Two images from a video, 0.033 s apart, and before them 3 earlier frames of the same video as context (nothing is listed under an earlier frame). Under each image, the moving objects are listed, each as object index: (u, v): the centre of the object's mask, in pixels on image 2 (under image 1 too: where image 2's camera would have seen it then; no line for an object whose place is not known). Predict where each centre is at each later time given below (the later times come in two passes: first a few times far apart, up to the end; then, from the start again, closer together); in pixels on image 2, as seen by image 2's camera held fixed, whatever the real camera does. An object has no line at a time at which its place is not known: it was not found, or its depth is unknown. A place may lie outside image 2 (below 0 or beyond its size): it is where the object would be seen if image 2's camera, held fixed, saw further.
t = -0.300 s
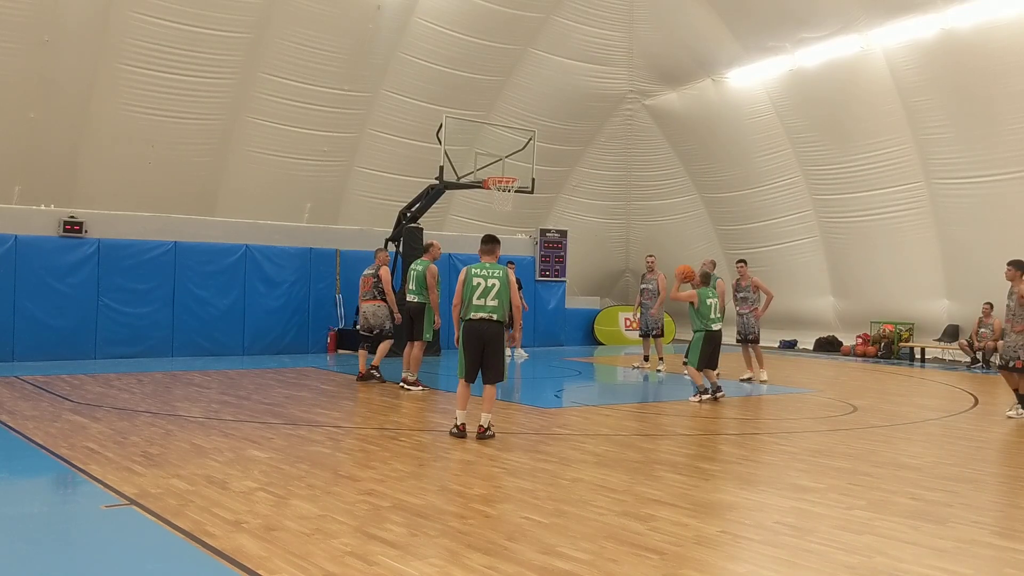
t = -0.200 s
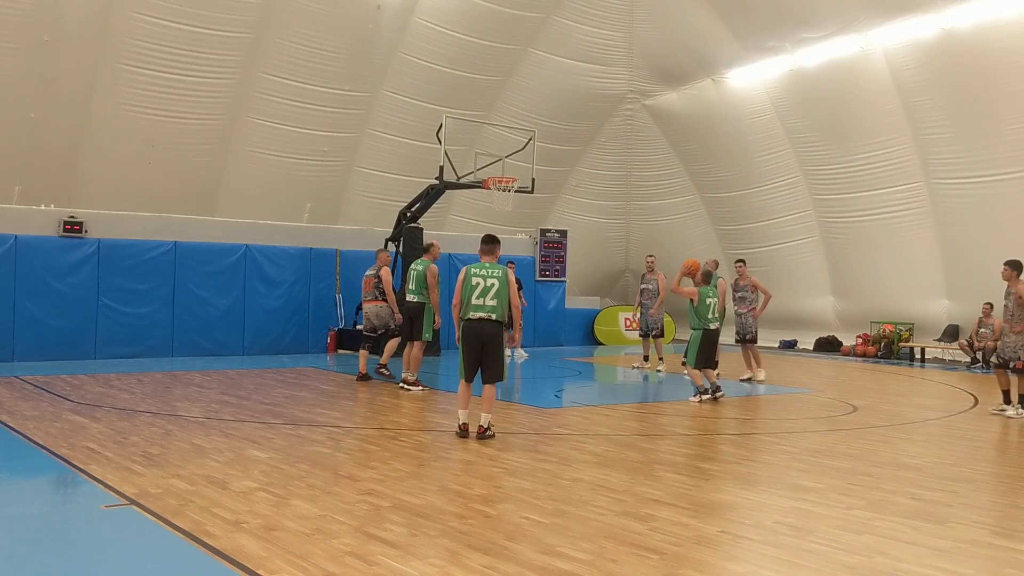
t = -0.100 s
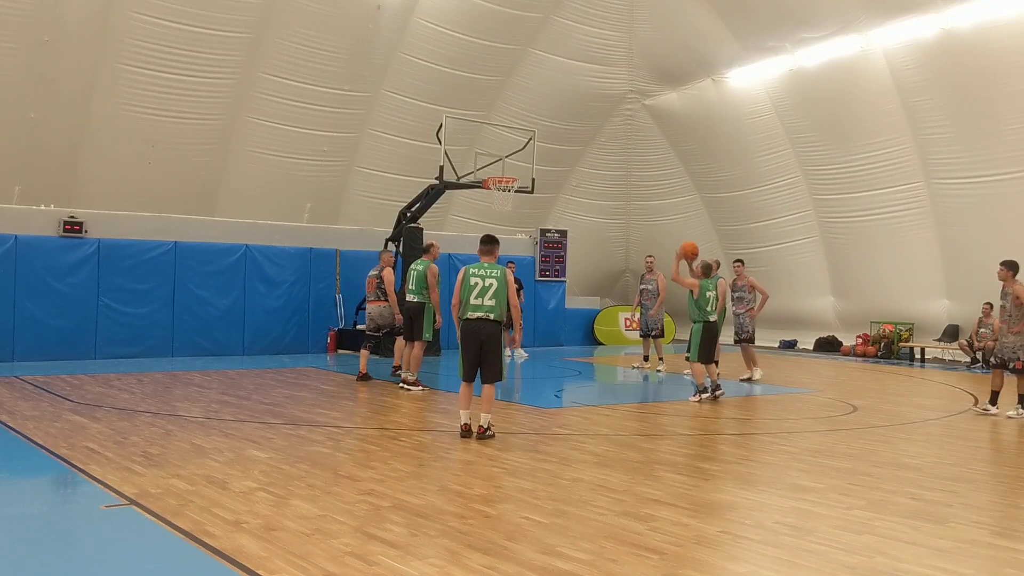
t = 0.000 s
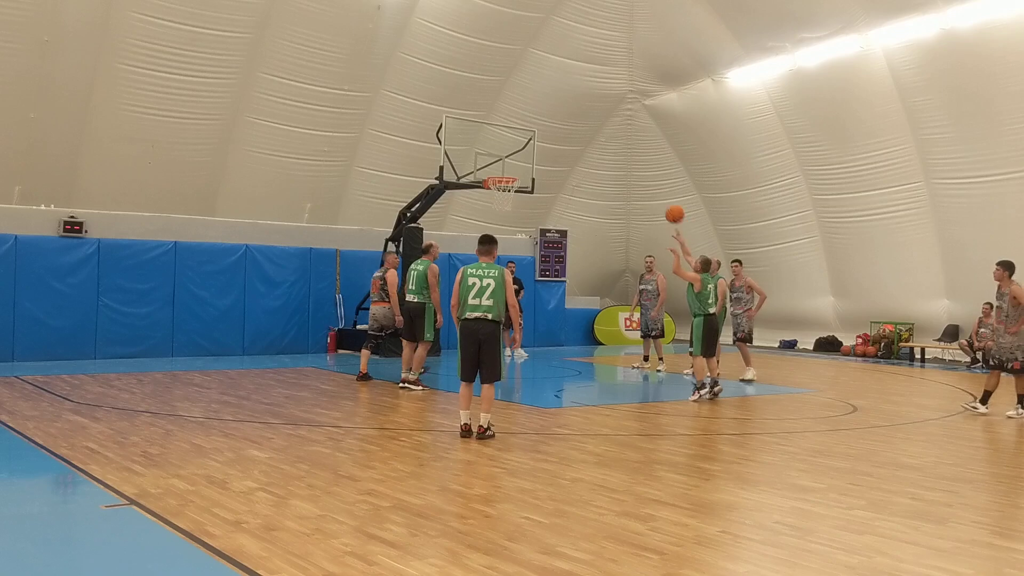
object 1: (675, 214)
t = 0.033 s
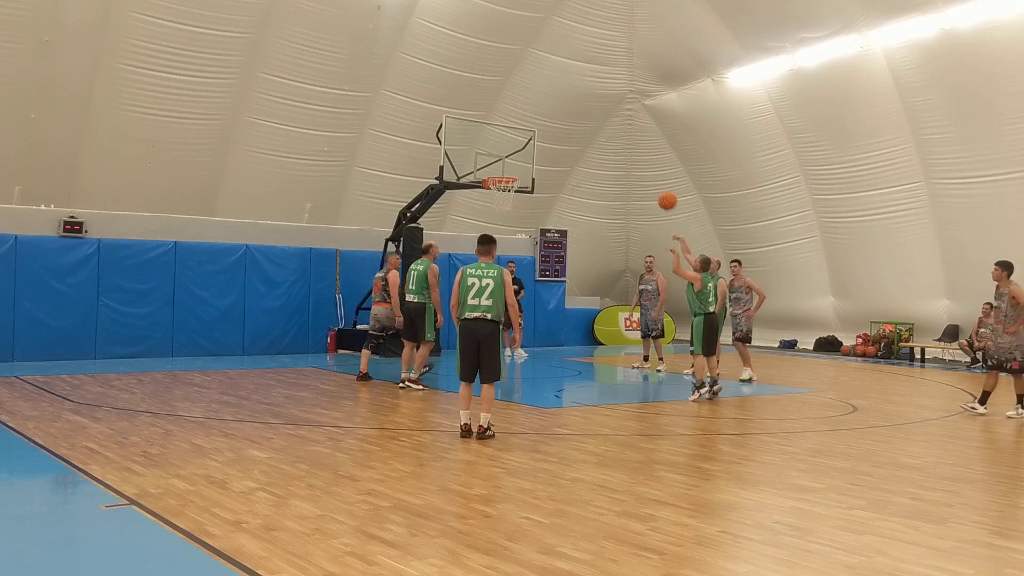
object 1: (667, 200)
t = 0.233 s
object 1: (626, 142)
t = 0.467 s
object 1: (582, 114)
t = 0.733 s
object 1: (536, 128)
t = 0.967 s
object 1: (499, 172)
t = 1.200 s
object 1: (512, 193)
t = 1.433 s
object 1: (516, 207)
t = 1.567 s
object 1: (516, 229)
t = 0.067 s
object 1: (660, 189)
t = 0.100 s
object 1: (653, 177)
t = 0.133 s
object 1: (646, 167)
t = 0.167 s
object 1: (640, 158)
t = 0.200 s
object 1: (633, 149)
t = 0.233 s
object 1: (626, 142)
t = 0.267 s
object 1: (619, 135)
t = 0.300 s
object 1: (613, 129)
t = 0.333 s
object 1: (606, 124)
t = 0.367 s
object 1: (600, 121)
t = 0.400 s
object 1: (594, 118)
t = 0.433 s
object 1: (588, 115)
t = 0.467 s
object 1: (582, 114)
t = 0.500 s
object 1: (576, 113)
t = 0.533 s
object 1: (570, 113)
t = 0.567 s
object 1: (564, 113)
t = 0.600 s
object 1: (558, 115)
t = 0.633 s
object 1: (552, 117)
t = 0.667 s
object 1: (546, 120)
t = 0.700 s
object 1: (541, 123)
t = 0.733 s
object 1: (536, 128)
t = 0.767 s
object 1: (530, 132)
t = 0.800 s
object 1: (525, 138)
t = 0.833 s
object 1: (519, 144)
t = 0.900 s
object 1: (509, 158)
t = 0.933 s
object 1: (503, 166)
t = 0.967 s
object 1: (499, 172)
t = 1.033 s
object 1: (495, 178)
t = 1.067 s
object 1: (493, 181)
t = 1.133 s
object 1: (507, 190)
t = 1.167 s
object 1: (510, 192)
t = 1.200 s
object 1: (512, 193)
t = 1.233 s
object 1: (513, 194)
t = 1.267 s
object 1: (515, 195)
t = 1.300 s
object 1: (516, 196)
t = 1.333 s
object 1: (516, 198)
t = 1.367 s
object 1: (517, 200)
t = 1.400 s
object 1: (517, 205)
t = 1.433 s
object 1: (516, 207)
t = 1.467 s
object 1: (516, 212)
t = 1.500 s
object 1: (516, 217)
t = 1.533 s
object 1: (516, 223)
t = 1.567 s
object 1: (516, 229)
